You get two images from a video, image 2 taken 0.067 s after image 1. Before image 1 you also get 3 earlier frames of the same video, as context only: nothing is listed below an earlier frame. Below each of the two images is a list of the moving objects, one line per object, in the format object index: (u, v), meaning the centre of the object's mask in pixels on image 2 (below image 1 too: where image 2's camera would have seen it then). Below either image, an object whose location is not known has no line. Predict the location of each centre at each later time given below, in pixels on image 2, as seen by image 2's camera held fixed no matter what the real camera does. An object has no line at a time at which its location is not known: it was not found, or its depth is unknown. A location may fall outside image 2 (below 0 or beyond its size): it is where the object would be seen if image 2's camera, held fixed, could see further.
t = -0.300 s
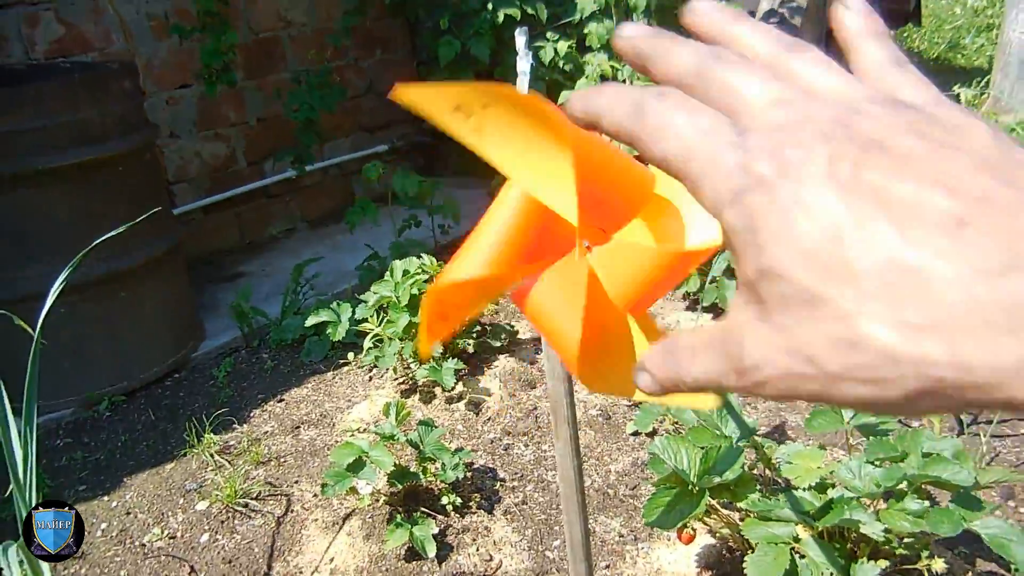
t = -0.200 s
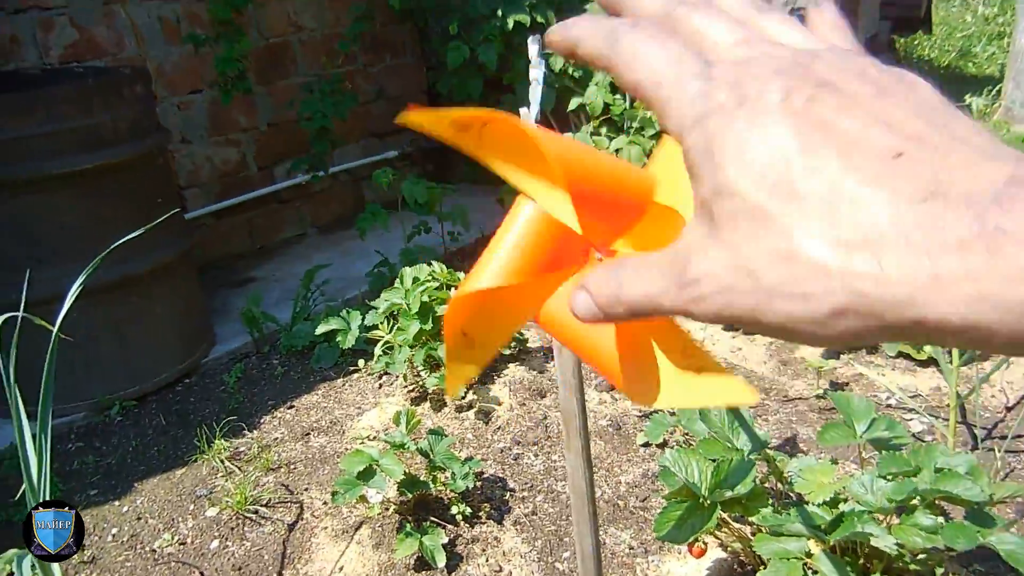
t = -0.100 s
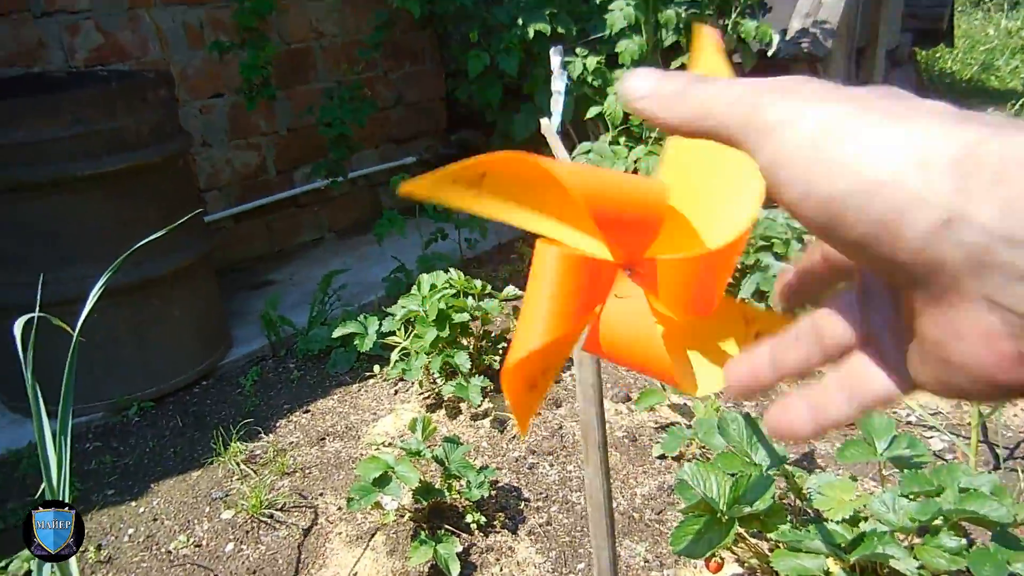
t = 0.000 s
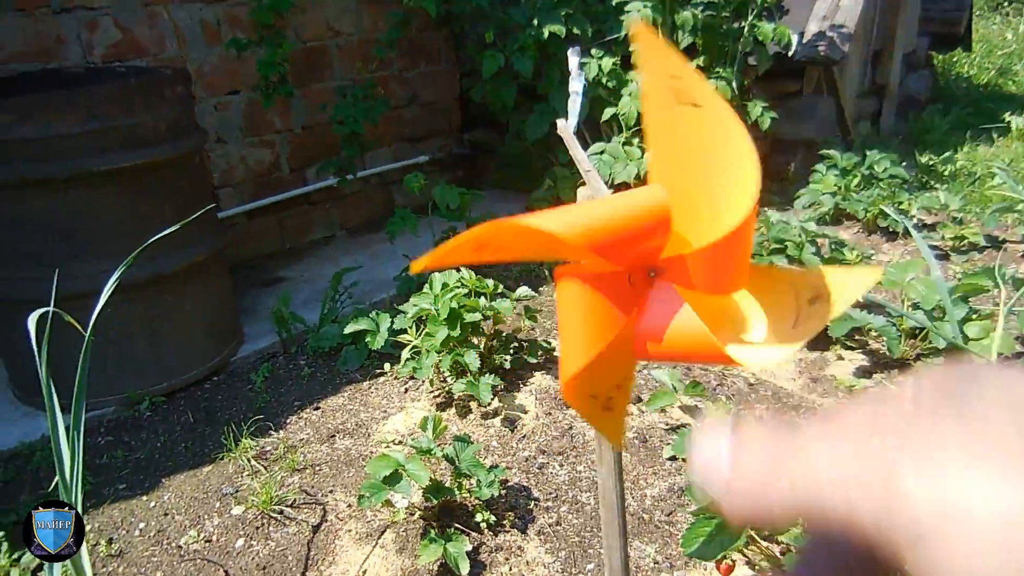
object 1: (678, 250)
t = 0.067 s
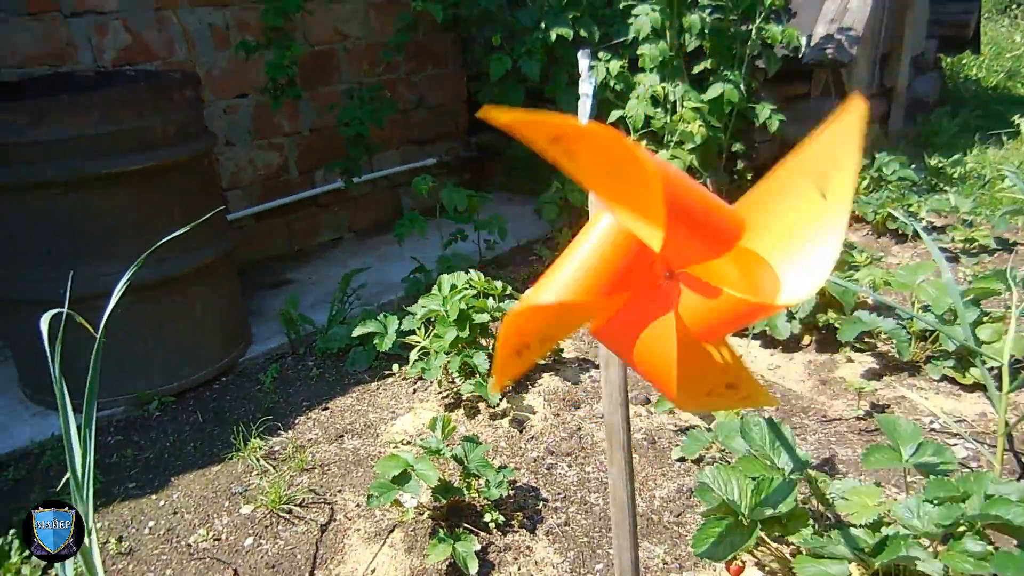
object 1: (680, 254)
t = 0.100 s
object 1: (680, 257)
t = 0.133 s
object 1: (679, 250)
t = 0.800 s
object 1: (692, 238)
